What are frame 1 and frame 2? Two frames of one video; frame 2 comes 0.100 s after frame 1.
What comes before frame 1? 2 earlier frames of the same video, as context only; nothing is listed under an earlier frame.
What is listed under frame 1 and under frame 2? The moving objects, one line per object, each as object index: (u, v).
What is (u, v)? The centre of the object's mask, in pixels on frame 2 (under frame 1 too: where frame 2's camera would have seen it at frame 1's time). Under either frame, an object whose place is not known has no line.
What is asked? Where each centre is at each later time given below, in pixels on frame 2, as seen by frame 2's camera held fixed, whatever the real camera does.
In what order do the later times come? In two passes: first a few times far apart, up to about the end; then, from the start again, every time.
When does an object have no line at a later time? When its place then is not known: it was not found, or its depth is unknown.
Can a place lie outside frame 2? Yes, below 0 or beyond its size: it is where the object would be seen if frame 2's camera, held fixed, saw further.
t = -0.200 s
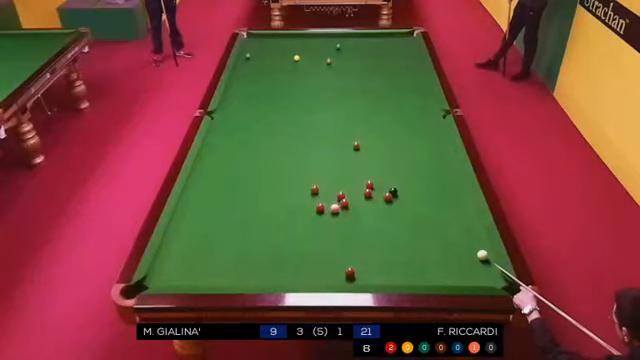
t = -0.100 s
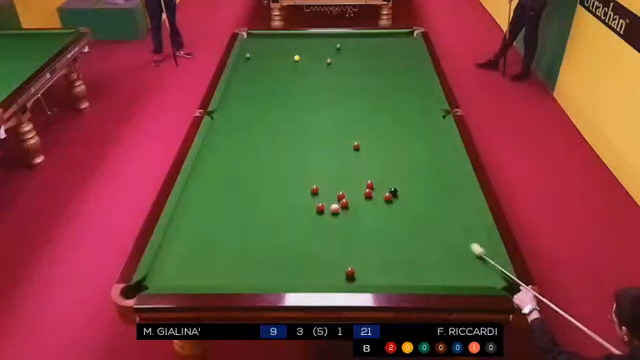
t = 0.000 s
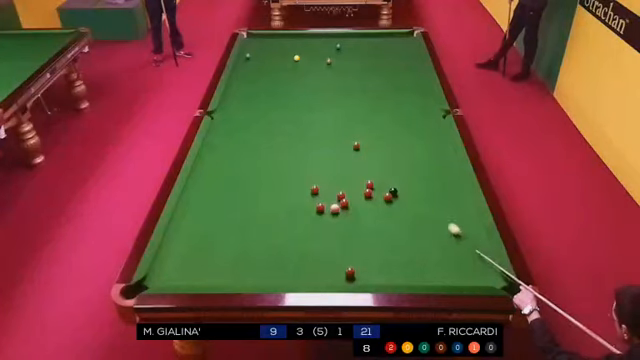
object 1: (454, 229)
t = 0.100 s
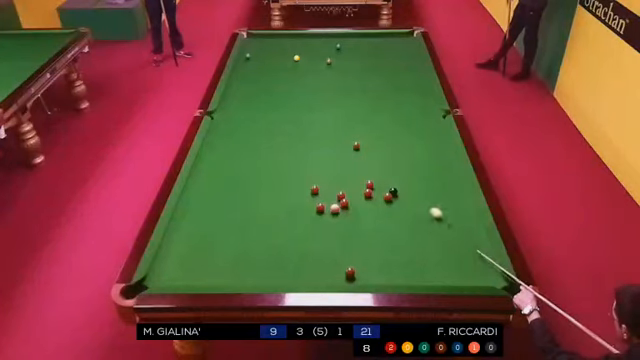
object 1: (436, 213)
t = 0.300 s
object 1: (408, 188)
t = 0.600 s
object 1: (372, 156)
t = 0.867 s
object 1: (366, 137)
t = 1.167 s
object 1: (367, 120)
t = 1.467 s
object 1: (368, 106)
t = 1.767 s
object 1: (369, 93)
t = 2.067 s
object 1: (370, 82)
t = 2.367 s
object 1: (371, 72)
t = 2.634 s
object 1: (372, 65)
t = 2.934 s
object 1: (373, 57)
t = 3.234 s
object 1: (374, 50)
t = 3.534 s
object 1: (375, 44)
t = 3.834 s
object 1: (375, 38)
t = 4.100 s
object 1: (376, 34)
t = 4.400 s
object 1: (377, 37)
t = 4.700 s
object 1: (379, 40)
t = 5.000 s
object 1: (380, 43)
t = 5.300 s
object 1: (382, 46)
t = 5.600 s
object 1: (383, 48)
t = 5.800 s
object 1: (383, 50)
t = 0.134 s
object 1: (431, 208)
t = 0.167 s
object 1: (426, 204)
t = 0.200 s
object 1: (421, 200)
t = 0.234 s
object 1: (417, 195)
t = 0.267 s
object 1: (412, 192)
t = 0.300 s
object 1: (408, 188)
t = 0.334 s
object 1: (403, 183)
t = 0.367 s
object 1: (399, 180)
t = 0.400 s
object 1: (395, 176)
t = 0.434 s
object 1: (391, 172)
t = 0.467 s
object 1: (387, 169)
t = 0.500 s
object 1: (383, 166)
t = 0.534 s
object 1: (379, 162)
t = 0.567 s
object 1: (376, 159)
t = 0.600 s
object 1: (372, 156)
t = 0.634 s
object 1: (369, 153)
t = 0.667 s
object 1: (365, 149)
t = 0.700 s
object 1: (363, 147)
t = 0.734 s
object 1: (364, 145)
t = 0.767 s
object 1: (365, 143)
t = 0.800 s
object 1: (365, 141)
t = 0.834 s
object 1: (365, 139)
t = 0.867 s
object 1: (366, 137)
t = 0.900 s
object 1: (366, 135)
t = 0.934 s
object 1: (366, 133)
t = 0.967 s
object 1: (366, 131)
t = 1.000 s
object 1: (366, 129)
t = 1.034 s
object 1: (366, 127)
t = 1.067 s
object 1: (366, 126)
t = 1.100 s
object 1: (366, 124)
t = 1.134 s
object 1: (367, 122)
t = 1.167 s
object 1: (367, 120)
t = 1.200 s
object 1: (367, 119)
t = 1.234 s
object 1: (367, 117)
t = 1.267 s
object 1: (367, 115)
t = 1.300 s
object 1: (368, 114)
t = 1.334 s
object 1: (368, 112)
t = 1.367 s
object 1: (368, 111)
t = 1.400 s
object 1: (368, 109)
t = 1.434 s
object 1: (368, 108)
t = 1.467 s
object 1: (368, 106)
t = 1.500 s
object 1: (368, 105)
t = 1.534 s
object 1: (368, 103)
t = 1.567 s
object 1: (368, 102)
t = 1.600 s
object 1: (368, 100)
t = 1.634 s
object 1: (369, 99)
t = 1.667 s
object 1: (369, 98)
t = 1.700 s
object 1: (369, 96)
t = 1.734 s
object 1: (369, 95)
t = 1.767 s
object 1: (369, 93)
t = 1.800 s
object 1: (369, 92)
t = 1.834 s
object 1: (369, 91)
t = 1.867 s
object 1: (370, 90)
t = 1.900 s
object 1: (370, 88)
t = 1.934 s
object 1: (370, 87)
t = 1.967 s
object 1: (370, 86)
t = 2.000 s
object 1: (370, 85)
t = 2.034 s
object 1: (370, 84)
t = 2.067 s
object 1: (370, 82)
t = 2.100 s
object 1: (370, 81)
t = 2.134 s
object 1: (370, 80)
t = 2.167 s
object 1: (370, 79)
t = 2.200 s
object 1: (371, 78)
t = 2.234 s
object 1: (371, 77)
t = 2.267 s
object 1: (371, 75)
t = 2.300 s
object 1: (371, 74)
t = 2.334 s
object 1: (371, 74)
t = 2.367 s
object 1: (371, 72)
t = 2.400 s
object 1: (371, 71)
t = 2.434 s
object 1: (372, 70)
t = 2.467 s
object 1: (372, 69)
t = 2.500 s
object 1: (372, 68)
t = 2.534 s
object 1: (372, 67)
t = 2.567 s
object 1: (372, 67)
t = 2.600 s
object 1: (372, 66)
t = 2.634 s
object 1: (372, 65)
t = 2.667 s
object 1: (372, 64)
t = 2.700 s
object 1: (372, 63)
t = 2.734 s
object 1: (372, 62)
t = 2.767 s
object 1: (372, 61)
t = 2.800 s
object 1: (373, 60)
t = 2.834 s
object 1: (373, 59)
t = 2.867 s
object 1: (373, 58)
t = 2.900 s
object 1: (373, 58)
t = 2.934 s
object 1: (373, 57)
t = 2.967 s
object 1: (373, 56)
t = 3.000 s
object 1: (373, 55)
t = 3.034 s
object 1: (373, 54)
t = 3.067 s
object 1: (373, 54)
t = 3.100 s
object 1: (373, 53)
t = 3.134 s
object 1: (374, 52)
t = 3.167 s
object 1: (374, 52)
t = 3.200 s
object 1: (374, 51)
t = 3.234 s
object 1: (374, 50)
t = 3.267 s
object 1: (374, 49)
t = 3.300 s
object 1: (374, 48)
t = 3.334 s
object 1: (374, 48)
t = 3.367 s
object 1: (374, 47)
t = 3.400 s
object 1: (374, 46)
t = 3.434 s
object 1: (374, 46)
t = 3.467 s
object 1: (374, 45)
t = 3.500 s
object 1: (375, 44)
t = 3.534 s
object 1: (375, 44)
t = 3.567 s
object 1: (375, 43)
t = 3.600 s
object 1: (375, 43)
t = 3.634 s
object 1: (375, 42)
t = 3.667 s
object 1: (375, 41)
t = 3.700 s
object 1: (375, 41)
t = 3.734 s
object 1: (375, 40)
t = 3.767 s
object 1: (375, 39)
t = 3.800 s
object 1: (375, 38)
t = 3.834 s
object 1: (375, 38)
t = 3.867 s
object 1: (375, 38)
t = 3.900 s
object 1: (375, 37)
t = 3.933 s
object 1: (375, 37)
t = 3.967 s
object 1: (376, 36)
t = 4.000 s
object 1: (376, 35)
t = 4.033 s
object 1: (376, 35)
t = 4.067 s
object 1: (376, 34)
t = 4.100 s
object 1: (376, 34)
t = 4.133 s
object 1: (376, 34)
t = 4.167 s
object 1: (376, 34)
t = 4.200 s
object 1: (376, 35)
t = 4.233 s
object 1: (377, 35)
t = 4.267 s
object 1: (377, 35)
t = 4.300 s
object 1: (377, 36)
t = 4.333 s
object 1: (377, 36)
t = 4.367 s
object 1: (377, 37)
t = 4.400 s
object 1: (377, 37)
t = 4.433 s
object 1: (378, 37)
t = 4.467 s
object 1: (378, 37)
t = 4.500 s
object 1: (378, 38)
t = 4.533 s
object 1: (378, 38)
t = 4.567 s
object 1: (379, 39)
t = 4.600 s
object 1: (379, 39)
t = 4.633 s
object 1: (379, 39)
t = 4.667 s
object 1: (379, 40)
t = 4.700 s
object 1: (379, 40)
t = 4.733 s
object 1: (379, 41)
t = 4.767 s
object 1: (379, 41)
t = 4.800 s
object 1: (379, 41)
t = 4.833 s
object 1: (380, 41)
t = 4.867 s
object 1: (380, 42)
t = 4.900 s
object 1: (380, 42)
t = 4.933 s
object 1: (380, 42)
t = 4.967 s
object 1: (380, 43)
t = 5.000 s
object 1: (380, 43)
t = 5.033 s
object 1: (380, 43)
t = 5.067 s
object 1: (380, 43)
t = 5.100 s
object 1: (380, 44)
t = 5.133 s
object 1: (380, 44)
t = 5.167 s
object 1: (381, 45)
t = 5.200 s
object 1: (381, 45)
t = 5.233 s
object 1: (381, 45)
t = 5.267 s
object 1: (382, 46)
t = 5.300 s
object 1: (382, 46)
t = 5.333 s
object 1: (382, 46)
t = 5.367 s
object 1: (382, 46)
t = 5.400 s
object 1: (382, 46)
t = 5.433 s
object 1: (382, 46)
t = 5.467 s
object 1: (382, 47)
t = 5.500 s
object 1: (382, 47)
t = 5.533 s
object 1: (382, 48)
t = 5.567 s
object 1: (382, 48)
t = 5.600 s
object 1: (383, 48)
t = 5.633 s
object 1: (383, 48)
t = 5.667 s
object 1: (383, 49)
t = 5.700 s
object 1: (383, 49)
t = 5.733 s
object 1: (383, 49)
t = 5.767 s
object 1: (383, 49)
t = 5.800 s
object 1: (383, 50)
